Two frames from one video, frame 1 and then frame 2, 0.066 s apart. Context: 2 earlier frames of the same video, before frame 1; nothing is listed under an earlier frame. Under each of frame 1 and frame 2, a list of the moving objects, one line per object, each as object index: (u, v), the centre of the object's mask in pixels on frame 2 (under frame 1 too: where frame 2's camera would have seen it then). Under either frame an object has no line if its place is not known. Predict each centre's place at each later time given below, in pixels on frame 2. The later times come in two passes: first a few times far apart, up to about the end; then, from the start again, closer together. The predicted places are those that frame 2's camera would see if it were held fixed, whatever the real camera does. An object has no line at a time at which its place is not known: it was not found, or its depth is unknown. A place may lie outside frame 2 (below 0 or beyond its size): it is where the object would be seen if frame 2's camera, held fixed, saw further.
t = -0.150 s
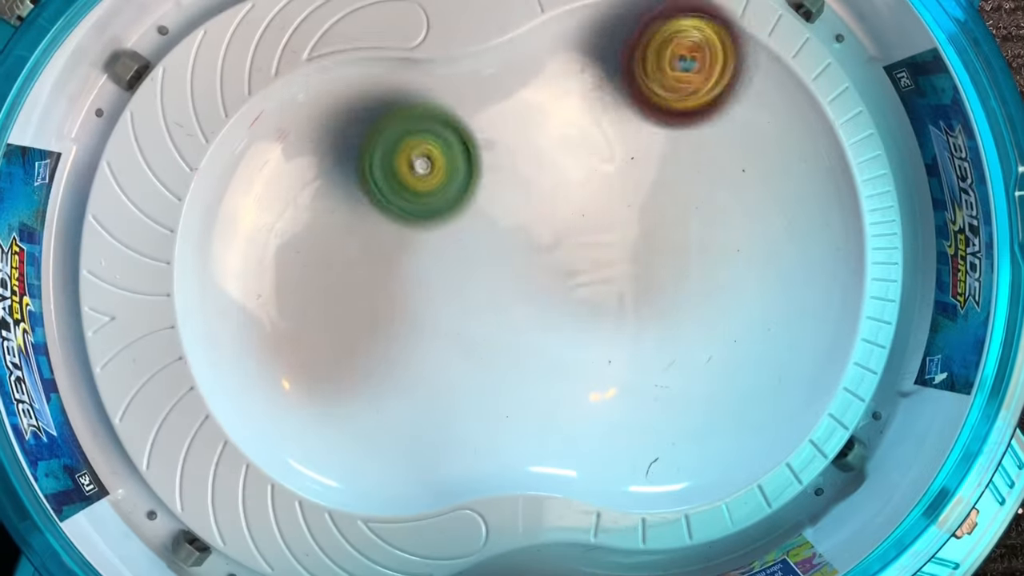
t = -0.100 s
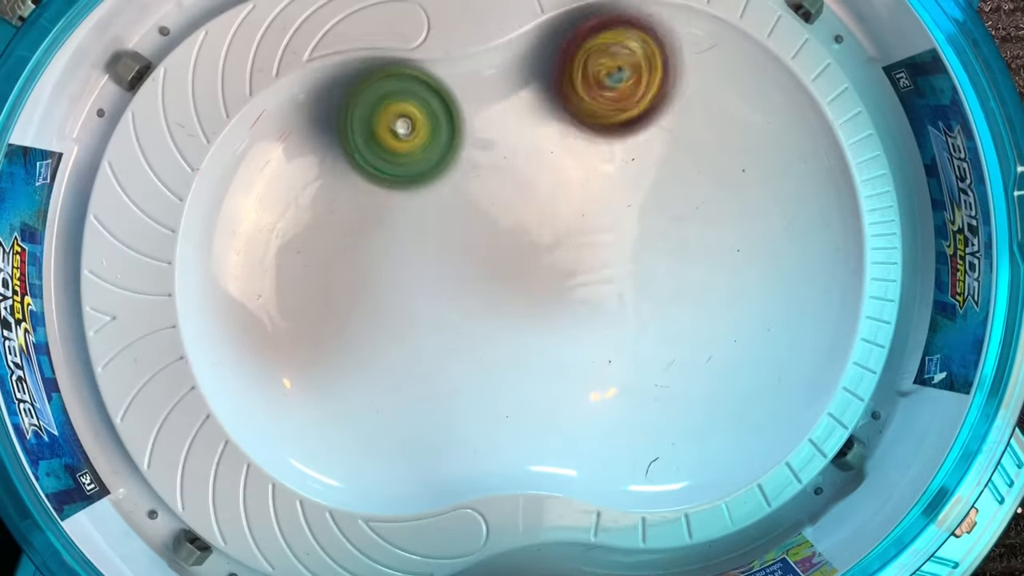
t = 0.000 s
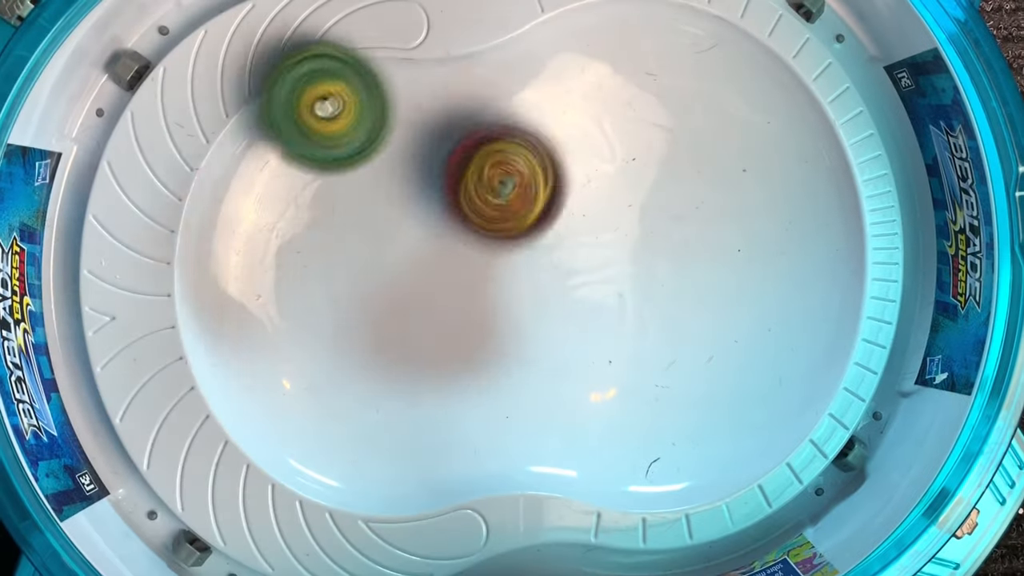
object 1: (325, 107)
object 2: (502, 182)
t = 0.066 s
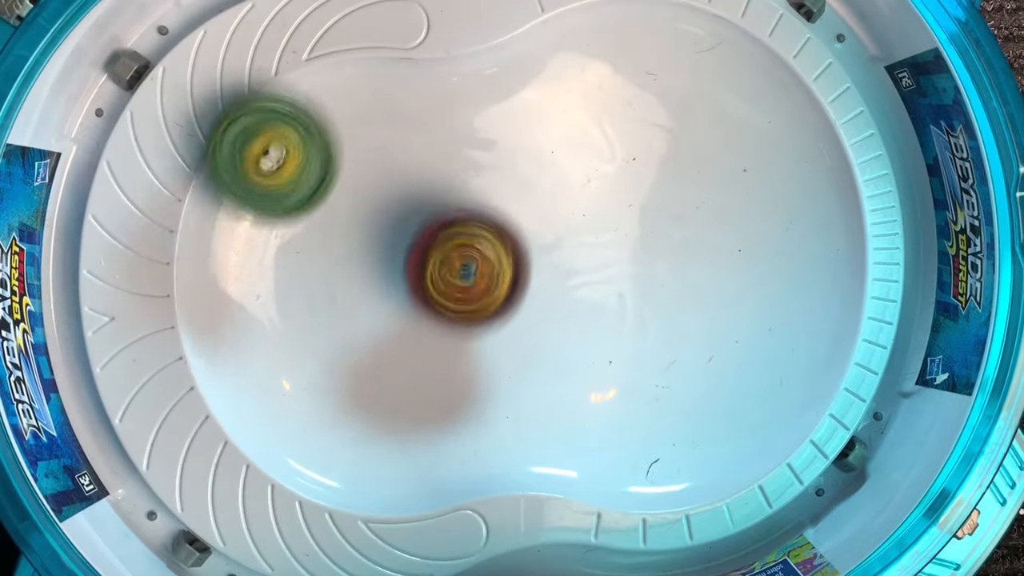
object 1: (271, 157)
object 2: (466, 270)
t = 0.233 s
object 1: (321, 439)
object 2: (488, 428)
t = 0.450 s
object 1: (594, 321)
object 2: (819, 316)
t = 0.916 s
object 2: (537, 277)
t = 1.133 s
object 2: (694, 432)
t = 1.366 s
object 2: (813, 252)
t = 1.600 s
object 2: (606, 222)
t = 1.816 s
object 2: (462, 456)
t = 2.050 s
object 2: (309, 346)
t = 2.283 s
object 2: (284, 175)
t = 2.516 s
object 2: (379, 167)
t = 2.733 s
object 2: (358, 187)
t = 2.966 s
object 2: (511, 315)
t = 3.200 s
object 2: (653, 444)
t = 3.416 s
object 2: (718, 386)
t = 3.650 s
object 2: (650, 208)
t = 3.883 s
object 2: (594, 94)
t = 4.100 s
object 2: (597, 162)
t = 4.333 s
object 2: (662, 318)
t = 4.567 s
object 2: (699, 414)
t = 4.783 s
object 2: (593, 337)
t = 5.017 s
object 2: (461, 260)
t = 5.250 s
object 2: (324, 265)
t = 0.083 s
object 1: (259, 178)
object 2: (460, 290)
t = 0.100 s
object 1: (249, 200)
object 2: (459, 311)
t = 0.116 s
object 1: (242, 228)
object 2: (458, 330)
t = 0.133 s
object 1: (238, 259)
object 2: (458, 348)
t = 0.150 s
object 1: (239, 292)
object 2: (459, 366)
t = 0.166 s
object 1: (243, 320)
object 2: (462, 382)
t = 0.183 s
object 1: (255, 353)
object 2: (468, 396)
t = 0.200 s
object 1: (273, 383)
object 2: (474, 408)
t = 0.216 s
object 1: (294, 411)
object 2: (480, 419)
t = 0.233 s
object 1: (321, 439)
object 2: (488, 428)
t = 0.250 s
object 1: (349, 459)
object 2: (496, 433)
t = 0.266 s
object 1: (379, 474)
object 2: (511, 436)
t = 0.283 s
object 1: (397, 480)
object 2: (538, 436)
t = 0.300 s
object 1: (415, 481)
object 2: (563, 434)
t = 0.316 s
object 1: (434, 475)
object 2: (589, 428)
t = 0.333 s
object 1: (452, 469)
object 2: (616, 419)
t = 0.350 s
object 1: (469, 456)
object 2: (643, 413)
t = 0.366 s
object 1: (486, 440)
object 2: (674, 403)
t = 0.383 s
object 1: (506, 419)
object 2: (706, 390)
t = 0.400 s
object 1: (527, 394)
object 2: (738, 375)
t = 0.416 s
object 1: (549, 370)
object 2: (766, 361)
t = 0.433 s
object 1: (572, 345)
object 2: (796, 339)
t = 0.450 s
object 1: (594, 321)
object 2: (819, 316)
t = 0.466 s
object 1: (614, 297)
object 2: (831, 289)
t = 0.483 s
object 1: (632, 276)
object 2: (832, 258)
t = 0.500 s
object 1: (651, 252)
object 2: (833, 225)
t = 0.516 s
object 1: (669, 229)
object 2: (828, 193)
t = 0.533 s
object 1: (685, 205)
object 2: (821, 159)
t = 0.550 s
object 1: (698, 179)
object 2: (805, 131)
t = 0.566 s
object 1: (694, 161)
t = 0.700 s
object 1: (503, 101)
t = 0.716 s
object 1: (460, 107)
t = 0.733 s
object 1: (418, 115)
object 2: (603, 59)
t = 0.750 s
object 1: (374, 122)
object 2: (591, 73)
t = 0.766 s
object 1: (331, 131)
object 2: (579, 92)
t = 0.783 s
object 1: (288, 142)
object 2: (564, 112)
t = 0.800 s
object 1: (249, 159)
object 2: (551, 135)
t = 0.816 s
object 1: (219, 186)
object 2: (544, 153)
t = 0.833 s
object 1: (198, 219)
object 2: (542, 175)
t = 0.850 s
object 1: (176, 259)
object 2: (539, 196)
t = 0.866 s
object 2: (536, 218)
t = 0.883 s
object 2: (532, 236)
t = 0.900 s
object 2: (536, 257)
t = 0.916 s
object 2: (537, 277)
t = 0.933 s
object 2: (541, 293)
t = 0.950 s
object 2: (546, 313)
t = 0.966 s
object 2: (554, 329)
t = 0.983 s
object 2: (564, 345)
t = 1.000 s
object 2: (572, 360)
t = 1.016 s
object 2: (584, 374)
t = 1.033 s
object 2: (595, 386)
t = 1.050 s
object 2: (607, 397)
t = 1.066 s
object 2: (622, 406)
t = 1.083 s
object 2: (638, 416)
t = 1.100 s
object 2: (655, 424)
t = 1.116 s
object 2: (674, 429)
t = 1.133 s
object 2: (694, 432)
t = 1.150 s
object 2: (713, 432)
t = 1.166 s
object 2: (732, 430)
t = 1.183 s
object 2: (751, 424)
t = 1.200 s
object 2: (768, 414)
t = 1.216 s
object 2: (783, 404)
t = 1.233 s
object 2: (796, 389)
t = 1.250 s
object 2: (806, 371)
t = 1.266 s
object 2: (812, 350)
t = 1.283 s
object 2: (813, 328)
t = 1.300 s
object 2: (814, 302)
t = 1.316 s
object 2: (815, 287)
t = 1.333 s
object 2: (818, 275)
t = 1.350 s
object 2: (817, 264)
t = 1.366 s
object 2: (813, 252)
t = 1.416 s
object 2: (786, 217)
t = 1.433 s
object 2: (775, 208)
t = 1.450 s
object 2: (760, 201)
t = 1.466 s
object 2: (745, 197)
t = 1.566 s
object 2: (640, 207)
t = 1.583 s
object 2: (623, 214)
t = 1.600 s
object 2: (606, 222)
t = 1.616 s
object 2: (591, 232)
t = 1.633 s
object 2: (577, 245)
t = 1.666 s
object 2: (551, 290)
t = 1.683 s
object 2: (536, 315)
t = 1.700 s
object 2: (526, 340)
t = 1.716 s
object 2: (514, 368)
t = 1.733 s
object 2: (504, 388)
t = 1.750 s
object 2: (494, 407)
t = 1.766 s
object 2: (482, 426)
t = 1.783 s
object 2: (476, 439)
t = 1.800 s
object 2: (468, 450)
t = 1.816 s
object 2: (462, 456)
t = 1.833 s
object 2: (448, 462)
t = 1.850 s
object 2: (439, 463)
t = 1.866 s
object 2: (428, 462)
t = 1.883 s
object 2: (416, 459)
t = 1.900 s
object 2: (406, 456)
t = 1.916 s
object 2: (395, 449)
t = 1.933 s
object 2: (384, 439)
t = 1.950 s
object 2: (375, 428)
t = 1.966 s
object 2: (361, 415)
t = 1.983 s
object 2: (351, 403)
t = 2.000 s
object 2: (338, 393)
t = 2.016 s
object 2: (330, 376)
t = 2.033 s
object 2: (320, 362)
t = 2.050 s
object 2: (309, 346)
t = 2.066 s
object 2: (300, 332)
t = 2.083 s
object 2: (293, 318)
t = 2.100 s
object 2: (286, 302)
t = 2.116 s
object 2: (280, 286)
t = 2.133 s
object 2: (272, 273)
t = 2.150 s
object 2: (270, 259)
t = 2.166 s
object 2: (268, 245)
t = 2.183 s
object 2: (264, 231)
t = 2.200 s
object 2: (263, 220)
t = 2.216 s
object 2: (265, 209)
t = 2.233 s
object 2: (268, 198)
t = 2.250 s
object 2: (271, 188)
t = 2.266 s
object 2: (274, 180)
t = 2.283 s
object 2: (284, 175)
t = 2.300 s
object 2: (286, 167)
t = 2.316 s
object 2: (293, 162)
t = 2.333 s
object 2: (303, 160)
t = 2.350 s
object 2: (311, 156)
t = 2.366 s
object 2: (317, 153)
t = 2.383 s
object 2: (329, 156)
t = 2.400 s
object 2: (333, 153)
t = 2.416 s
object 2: (344, 154)
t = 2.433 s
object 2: (353, 156)
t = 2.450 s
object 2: (361, 158)
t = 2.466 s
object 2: (370, 162)
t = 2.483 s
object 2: (380, 167)
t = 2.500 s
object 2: (381, 168)
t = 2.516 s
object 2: (379, 167)
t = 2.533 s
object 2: (371, 164)
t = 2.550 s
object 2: (367, 162)
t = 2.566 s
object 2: (357, 158)
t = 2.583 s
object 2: (350, 159)
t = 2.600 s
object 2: (349, 154)
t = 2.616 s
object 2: (343, 156)
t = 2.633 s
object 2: (341, 159)
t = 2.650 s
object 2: (340, 160)
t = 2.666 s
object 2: (345, 165)
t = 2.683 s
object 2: (343, 170)
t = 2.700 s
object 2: (348, 174)
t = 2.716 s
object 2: (352, 182)
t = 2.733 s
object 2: (358, 187)
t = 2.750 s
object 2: (366, 194)
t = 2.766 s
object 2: (374, 203)
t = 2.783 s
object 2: (381, 209)
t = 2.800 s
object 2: (390, 213)
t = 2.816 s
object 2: (404, 221)
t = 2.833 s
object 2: (412, 232)
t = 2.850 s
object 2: (424, 240)
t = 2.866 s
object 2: (434, 248)
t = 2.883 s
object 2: (449, 256)
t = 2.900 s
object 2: (462, 270)
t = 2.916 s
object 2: (474, 278)
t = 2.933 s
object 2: (486, 290)
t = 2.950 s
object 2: (498, 300)
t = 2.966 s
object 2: (511, 315)
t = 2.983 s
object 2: (522, 327)
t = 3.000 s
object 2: (533, 340)
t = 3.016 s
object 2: (542, 350)
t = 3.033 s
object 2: (555, 361)
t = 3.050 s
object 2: (563, 373)
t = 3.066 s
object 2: (575, 382)
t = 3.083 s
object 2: (584, 392)
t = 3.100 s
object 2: (596, 400)
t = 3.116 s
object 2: (606, 412)
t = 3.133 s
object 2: (614, 419)
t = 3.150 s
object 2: (624, 426)
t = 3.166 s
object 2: (635, 432)
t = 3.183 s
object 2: (645, 438)
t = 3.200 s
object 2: (653, 444)
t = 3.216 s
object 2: (662, 446)
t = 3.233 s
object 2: (672, 448)
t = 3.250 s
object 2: (681, 450)
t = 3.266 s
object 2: (690, 450)
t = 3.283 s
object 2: (696, 448)
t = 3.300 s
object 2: (702, 443)
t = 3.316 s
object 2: (709, 438)
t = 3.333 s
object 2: (714, 432)
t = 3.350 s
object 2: (717, 425)
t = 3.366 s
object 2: (720, 416)
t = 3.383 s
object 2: (719, 406)
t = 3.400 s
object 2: (720, 395)
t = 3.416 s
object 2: (718, 386)
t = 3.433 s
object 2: (717, 374)
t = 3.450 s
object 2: (714, 365)
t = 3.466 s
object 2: (709, 350)
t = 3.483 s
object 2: (705, 337)
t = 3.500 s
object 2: (699, 324)
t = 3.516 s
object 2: (695, 310)
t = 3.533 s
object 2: (688, 299)
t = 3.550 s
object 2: (682, 283)
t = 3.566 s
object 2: (677, 271)
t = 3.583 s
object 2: (672, 256)
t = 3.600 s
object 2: (668, 246)
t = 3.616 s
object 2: (659, 233)
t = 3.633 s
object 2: (653, 217)
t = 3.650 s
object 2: (650, 208)
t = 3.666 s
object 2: (644, 194)
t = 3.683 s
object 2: (639, 184)
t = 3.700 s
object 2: (634, 171)
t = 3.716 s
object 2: (630, 159)
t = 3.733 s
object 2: (625, 152)
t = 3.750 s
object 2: (620, 140)
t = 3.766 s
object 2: (617, 134)
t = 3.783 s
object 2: (613, 123)
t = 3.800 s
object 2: (612, 115)
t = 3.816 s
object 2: (608, 111)
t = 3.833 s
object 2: (605, 105)
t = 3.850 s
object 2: (599, 102)
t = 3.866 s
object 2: (594, 96)
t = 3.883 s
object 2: (594, 94)
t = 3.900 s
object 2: (591, 94)
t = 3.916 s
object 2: (588, 94)
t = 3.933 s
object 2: (585, 96)
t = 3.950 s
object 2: (583, 98)
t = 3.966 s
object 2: (583, 100)
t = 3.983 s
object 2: (582, 106)
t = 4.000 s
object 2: (582, 112)
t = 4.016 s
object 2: (582, 119)
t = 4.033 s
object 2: (583, 125)
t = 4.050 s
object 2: (586, 131)
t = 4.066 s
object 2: (590, 142)
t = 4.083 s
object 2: (593, 152)
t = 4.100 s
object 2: (597, 162)
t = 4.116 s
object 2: (600, 173)
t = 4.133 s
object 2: (606, 184)
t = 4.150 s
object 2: (610, 196)
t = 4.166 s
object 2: (615, 208)
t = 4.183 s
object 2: (619, 219)
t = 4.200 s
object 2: (623, 230)
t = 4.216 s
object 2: (629, 240)
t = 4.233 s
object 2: (636, 252)
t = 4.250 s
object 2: (640, 265)
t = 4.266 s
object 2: (645, 276)
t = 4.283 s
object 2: (648, 285)
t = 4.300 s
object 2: (653, 297)
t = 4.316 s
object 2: (659, 307)
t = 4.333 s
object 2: (662, 318)
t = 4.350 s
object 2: (668, 328)
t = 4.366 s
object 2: (674, 340)
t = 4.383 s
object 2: (676, 357)
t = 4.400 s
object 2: (687, 367)
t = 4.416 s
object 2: (698, 381)
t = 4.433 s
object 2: (706, 395)
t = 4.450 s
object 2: (709, 405)
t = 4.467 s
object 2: (711, 414)
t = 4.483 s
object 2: (709, 421)
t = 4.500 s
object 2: (706, 424)
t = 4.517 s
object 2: (707, 421)
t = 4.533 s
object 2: (706, 420)
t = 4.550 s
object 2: (705, 418)
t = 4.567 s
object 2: (699, 414)
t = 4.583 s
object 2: (697, 407)
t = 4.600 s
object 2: (693, 400)
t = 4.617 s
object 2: (686, 393)
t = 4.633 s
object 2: (676, 384)
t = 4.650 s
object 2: (667, 373)
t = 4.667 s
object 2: (658, 364)
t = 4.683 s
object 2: (646, 354)
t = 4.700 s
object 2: (636, 348)
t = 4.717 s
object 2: (625, 346)
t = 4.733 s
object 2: (617, 346)
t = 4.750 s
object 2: (609, 344)
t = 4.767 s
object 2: (602, 342)
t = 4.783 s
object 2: (593, 337)
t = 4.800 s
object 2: (584, 332)
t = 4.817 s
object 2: (576, 327)
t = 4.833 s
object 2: (569, 322)
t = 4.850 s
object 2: (557, 313)
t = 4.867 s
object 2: (548, 305)
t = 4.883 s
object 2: (539, 297)
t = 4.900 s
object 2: (530, 290)
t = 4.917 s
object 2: (520, 284)
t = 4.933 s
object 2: (511, 279)
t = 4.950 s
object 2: (501, 273)
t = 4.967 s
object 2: (492, 268)
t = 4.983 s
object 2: (482, 265)
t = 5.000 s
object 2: (473, 264)
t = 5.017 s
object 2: (461, 260)
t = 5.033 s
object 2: (450, 257)
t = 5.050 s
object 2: (439, 255)
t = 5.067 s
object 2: (429, 253)
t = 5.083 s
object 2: (419, 253)
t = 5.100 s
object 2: (410, 252)
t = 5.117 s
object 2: (401, 252)
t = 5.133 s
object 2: (391, 252)
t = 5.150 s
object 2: (382, 253)
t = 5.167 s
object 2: (372, 255)
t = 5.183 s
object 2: (362, 257)
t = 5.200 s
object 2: (352, 259)
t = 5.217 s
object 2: (341, 260)
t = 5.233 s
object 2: (332, 263)
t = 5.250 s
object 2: (324, 265)
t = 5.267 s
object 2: (316, 269)
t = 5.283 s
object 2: (310, 273)
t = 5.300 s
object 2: (305, 277)
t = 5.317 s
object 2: (300, 280)
